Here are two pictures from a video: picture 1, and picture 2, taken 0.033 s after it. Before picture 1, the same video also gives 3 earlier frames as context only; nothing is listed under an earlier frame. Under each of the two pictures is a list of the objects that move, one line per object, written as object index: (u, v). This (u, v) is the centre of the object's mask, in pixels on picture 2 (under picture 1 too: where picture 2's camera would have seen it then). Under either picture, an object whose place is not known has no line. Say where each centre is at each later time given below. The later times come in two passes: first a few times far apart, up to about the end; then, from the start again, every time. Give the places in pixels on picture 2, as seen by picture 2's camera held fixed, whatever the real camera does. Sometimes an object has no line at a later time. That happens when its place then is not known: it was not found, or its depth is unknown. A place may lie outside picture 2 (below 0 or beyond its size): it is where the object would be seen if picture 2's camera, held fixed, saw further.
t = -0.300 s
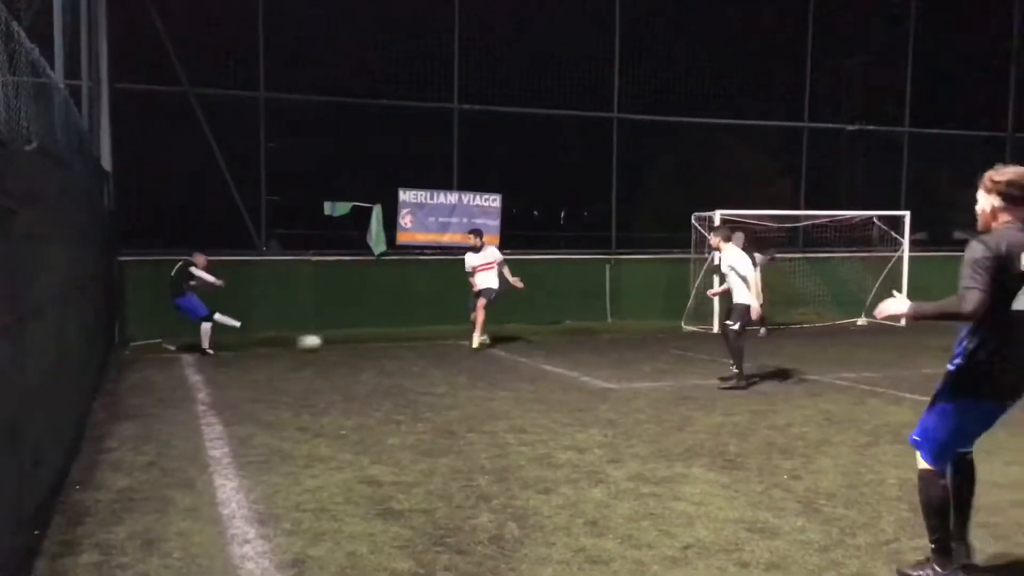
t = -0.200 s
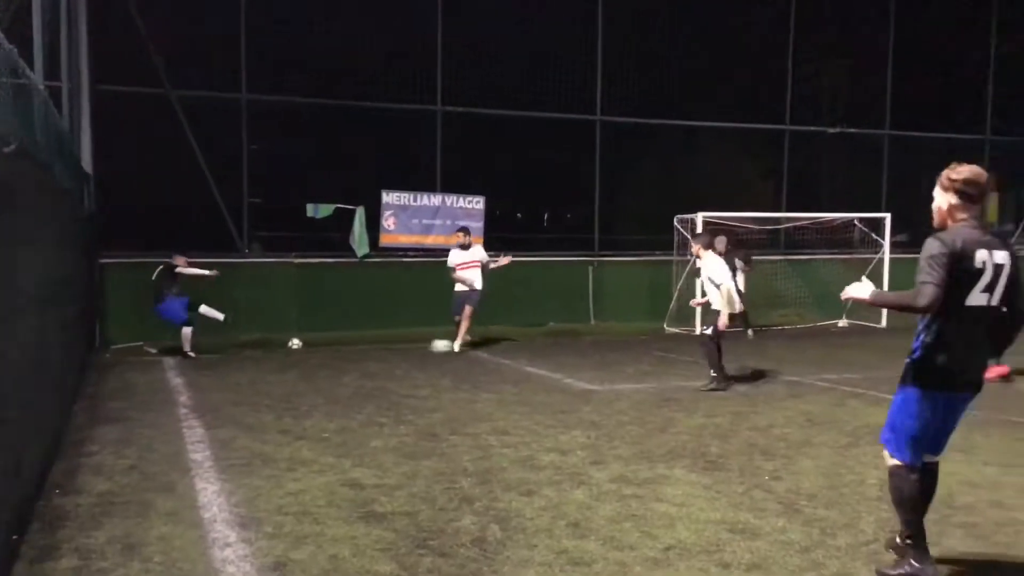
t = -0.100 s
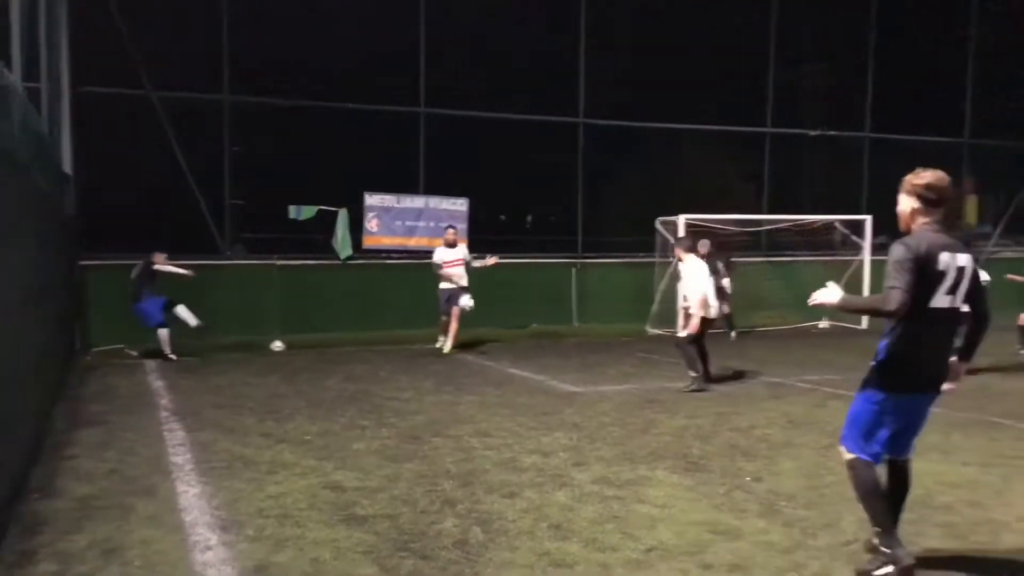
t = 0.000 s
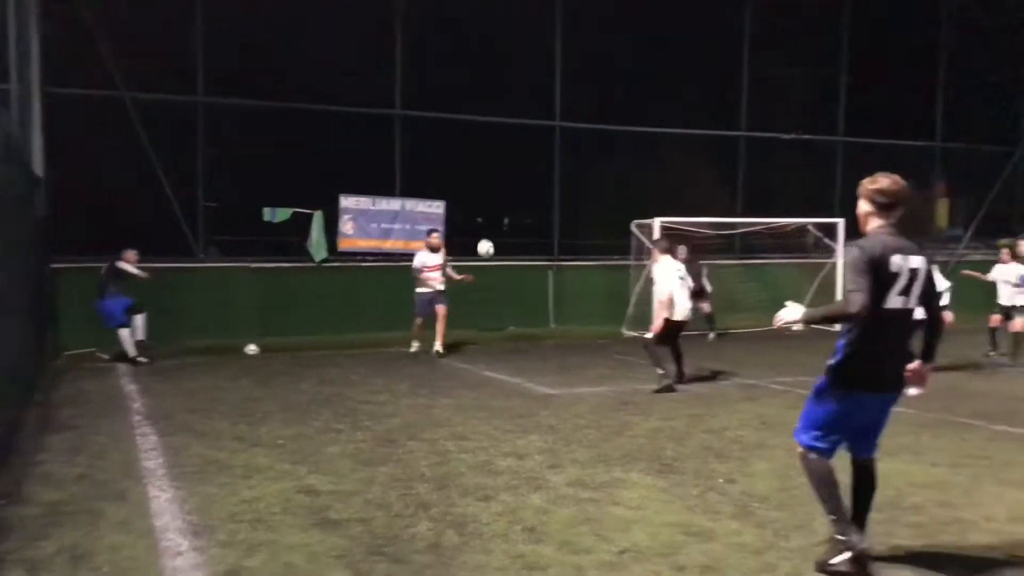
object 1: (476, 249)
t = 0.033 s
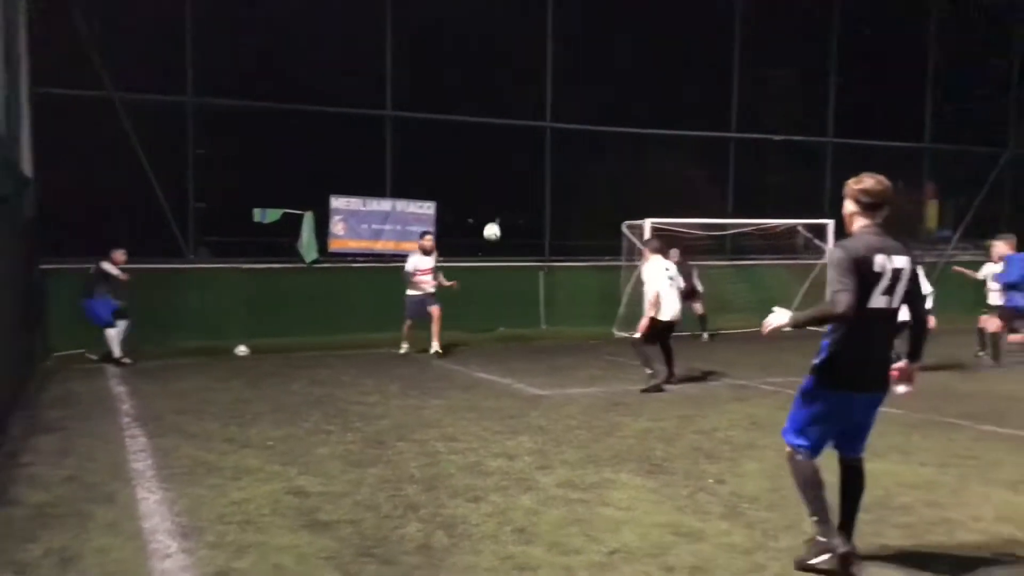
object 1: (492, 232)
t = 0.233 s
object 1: (591, 141)
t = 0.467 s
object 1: (725, 70)
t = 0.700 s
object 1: (878, 51)
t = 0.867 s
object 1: (999, 74)
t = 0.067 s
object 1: (507, 215)
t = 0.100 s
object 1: (523, 198)
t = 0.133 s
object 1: (539, 183)
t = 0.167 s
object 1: (556, 168)
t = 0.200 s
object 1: (573, 153)
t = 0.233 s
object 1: (591, 141)
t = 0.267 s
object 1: (609, 128)
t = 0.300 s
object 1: (627, 116)
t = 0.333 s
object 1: (645, 105)
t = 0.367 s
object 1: (665, 95)
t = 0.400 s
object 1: (685, 85)
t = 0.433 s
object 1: (705, 78)
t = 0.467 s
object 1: (725, 70)
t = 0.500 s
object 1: (746, 64)
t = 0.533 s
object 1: (767, 59)
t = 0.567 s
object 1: (789, 55)
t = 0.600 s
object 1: (810, 52)
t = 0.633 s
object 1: (833, 51)
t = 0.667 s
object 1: (855, 50)
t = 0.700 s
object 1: (878, 51)
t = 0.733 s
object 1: (901, 53)
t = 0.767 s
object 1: (924, 57)
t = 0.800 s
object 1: (949, 61)
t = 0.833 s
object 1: (973, 67)
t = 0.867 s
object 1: (999, 74)
